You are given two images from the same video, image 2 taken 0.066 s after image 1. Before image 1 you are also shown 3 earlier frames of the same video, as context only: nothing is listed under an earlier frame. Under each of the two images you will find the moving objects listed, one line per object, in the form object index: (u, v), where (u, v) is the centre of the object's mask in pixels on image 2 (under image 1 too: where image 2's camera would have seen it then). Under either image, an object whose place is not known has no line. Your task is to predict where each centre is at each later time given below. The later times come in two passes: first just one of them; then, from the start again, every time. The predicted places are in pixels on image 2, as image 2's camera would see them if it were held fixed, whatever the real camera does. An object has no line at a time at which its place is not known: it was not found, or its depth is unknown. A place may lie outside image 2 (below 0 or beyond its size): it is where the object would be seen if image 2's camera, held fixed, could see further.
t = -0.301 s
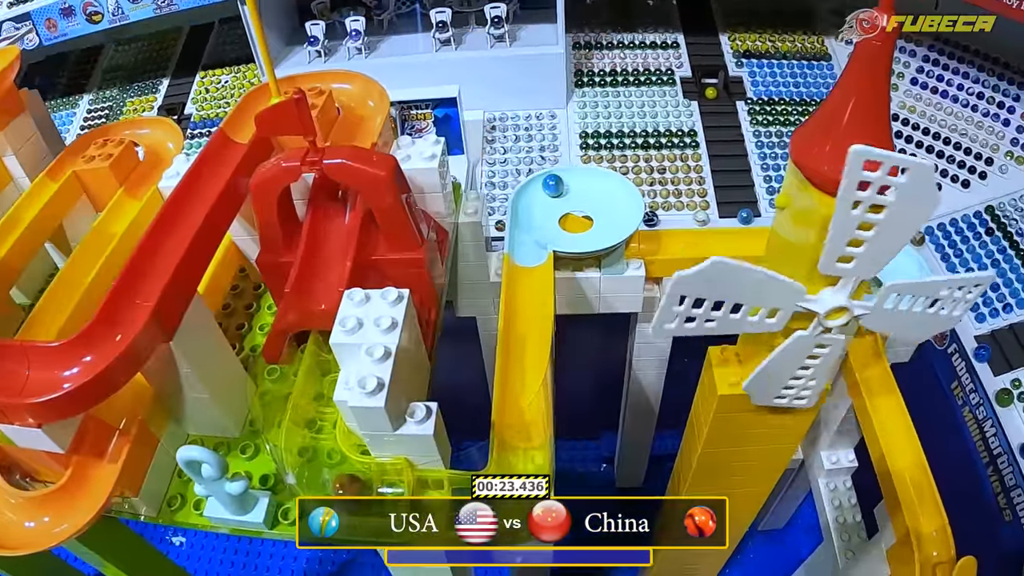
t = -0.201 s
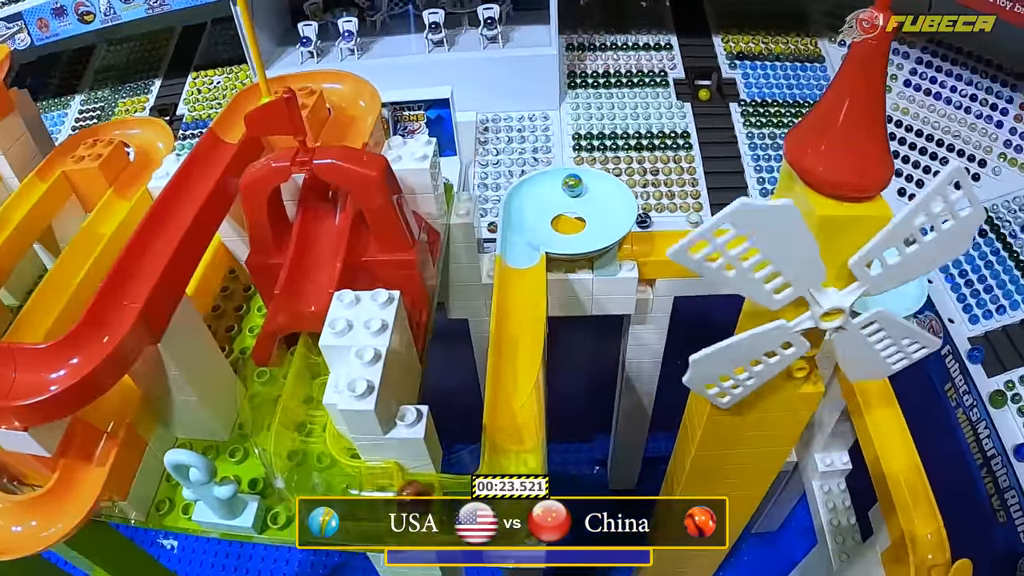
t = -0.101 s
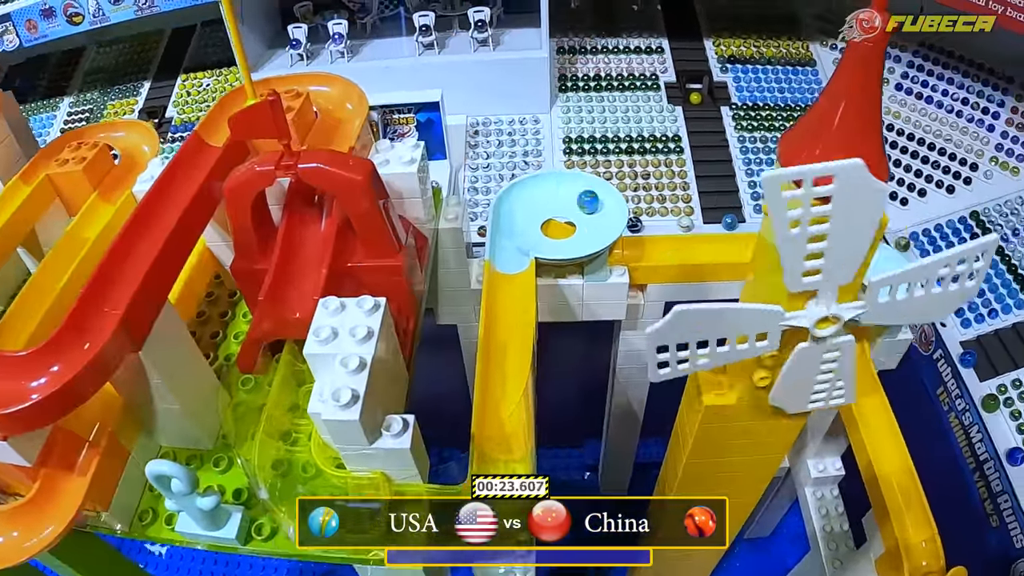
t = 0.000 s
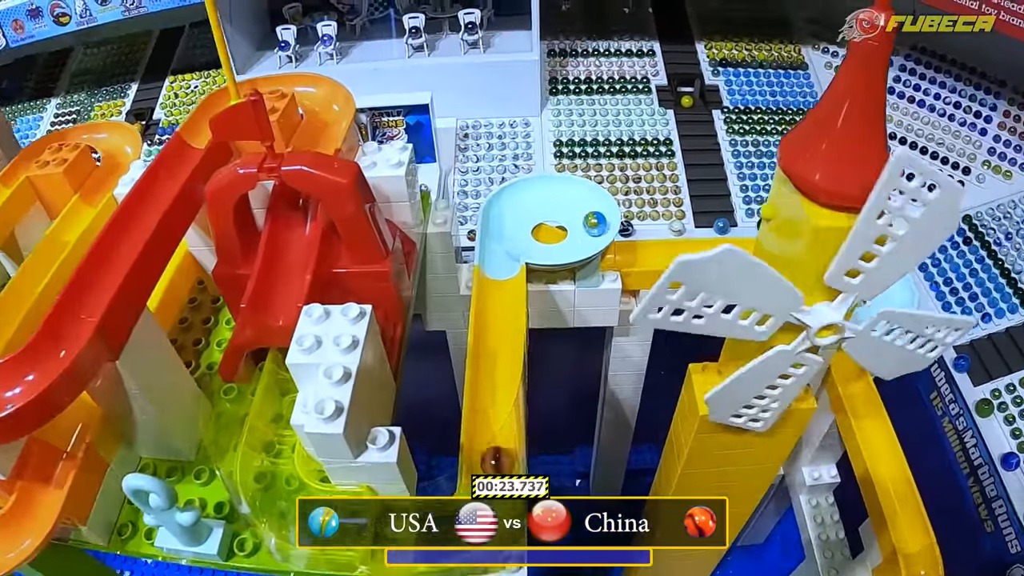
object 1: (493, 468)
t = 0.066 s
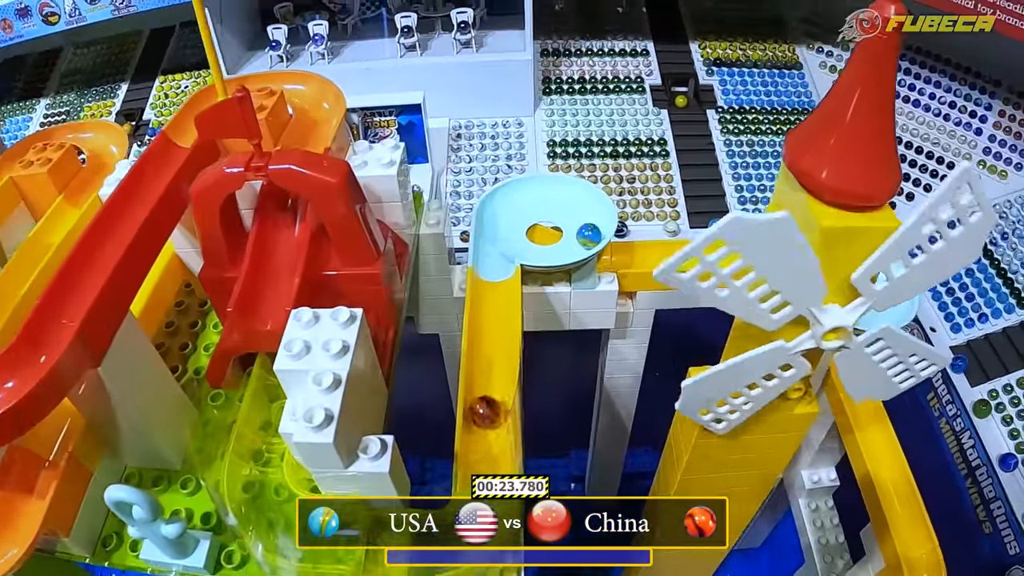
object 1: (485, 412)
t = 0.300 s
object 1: (497, 258)
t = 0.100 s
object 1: (493, 387)
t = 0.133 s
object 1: (497, 360)
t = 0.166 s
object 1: (495, 338)
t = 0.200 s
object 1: (493, 315)
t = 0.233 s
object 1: (493, 296)
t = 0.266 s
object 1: (497, 277)
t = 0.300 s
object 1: (497, 258)
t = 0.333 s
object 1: (489, 246)
